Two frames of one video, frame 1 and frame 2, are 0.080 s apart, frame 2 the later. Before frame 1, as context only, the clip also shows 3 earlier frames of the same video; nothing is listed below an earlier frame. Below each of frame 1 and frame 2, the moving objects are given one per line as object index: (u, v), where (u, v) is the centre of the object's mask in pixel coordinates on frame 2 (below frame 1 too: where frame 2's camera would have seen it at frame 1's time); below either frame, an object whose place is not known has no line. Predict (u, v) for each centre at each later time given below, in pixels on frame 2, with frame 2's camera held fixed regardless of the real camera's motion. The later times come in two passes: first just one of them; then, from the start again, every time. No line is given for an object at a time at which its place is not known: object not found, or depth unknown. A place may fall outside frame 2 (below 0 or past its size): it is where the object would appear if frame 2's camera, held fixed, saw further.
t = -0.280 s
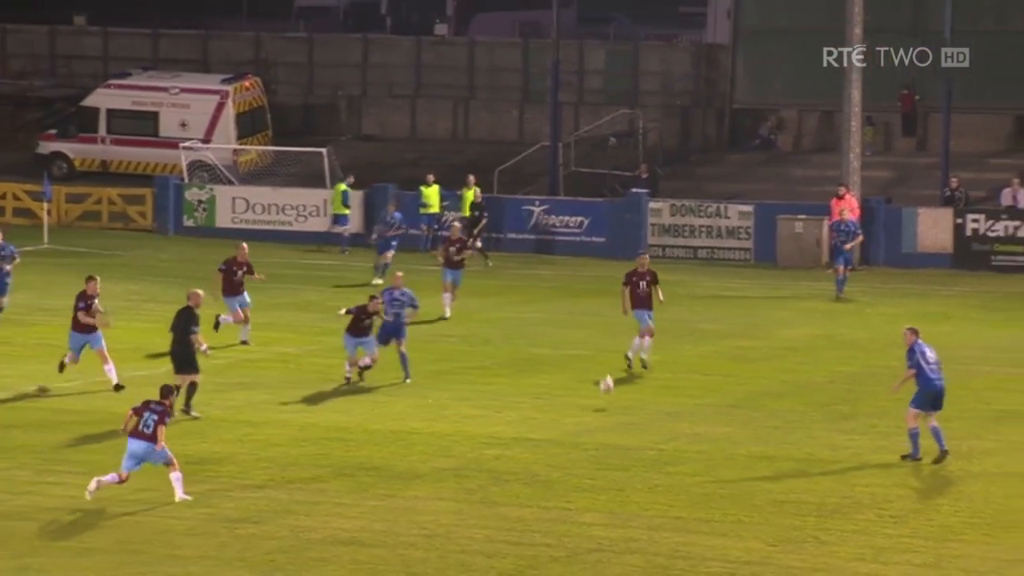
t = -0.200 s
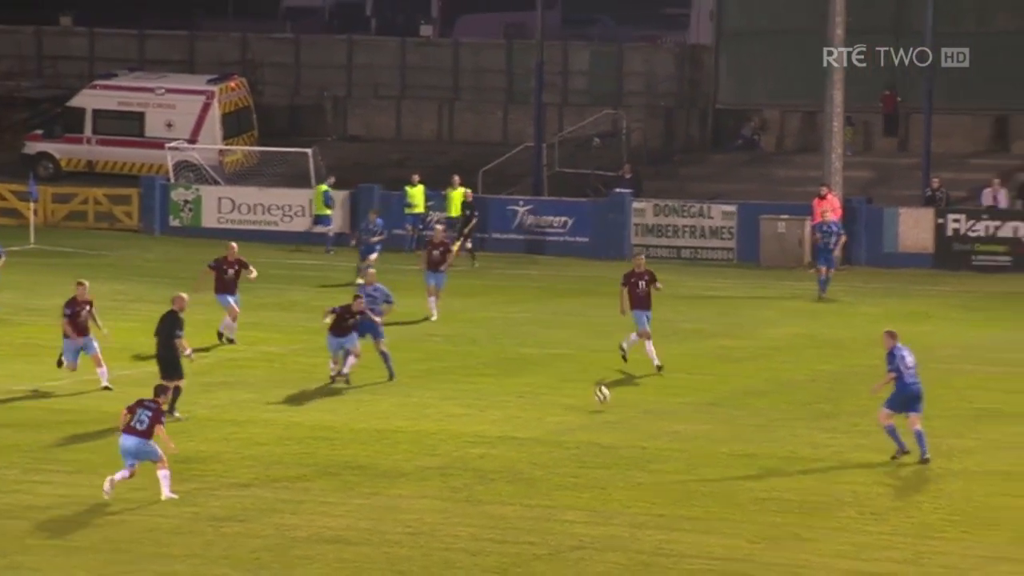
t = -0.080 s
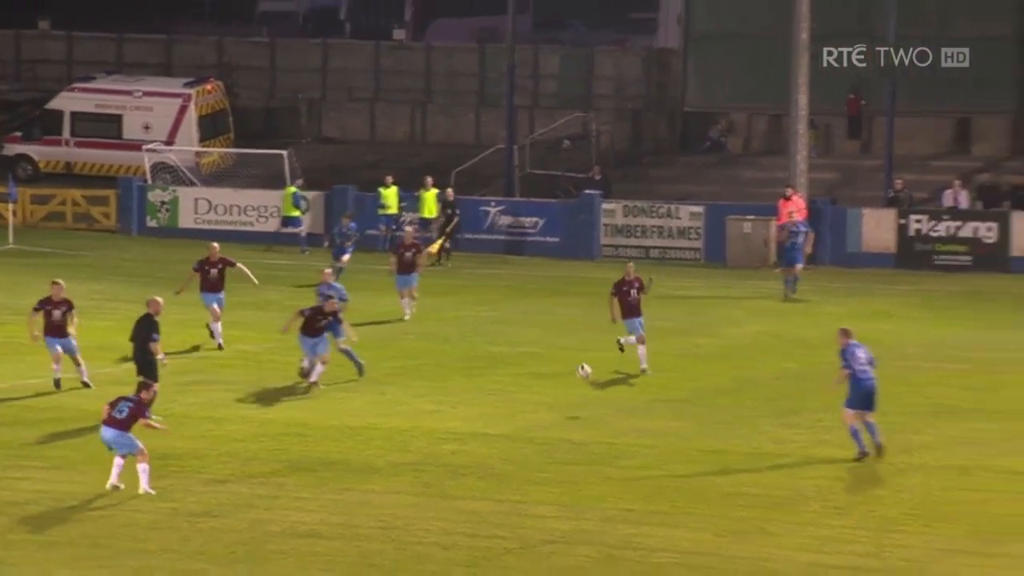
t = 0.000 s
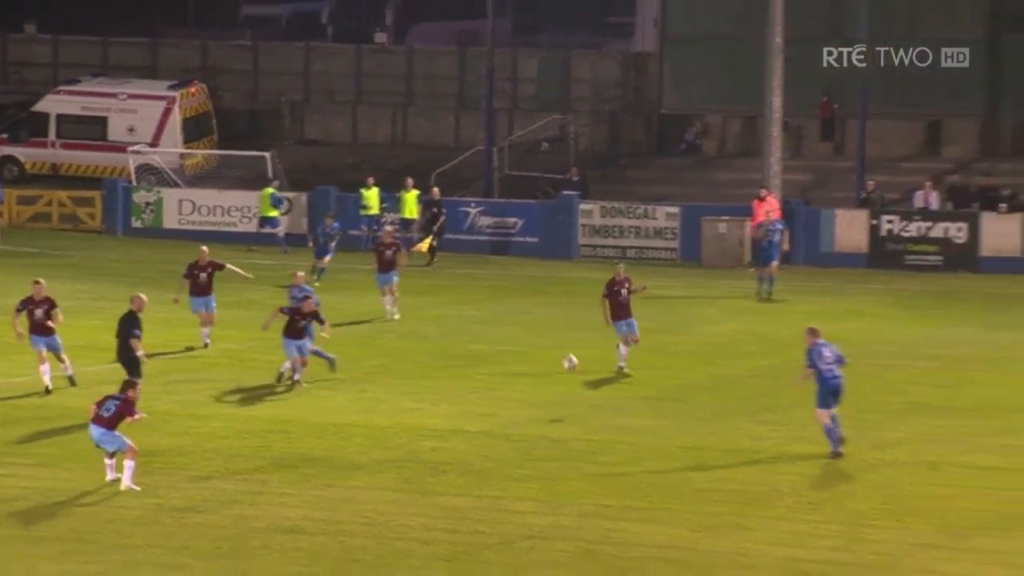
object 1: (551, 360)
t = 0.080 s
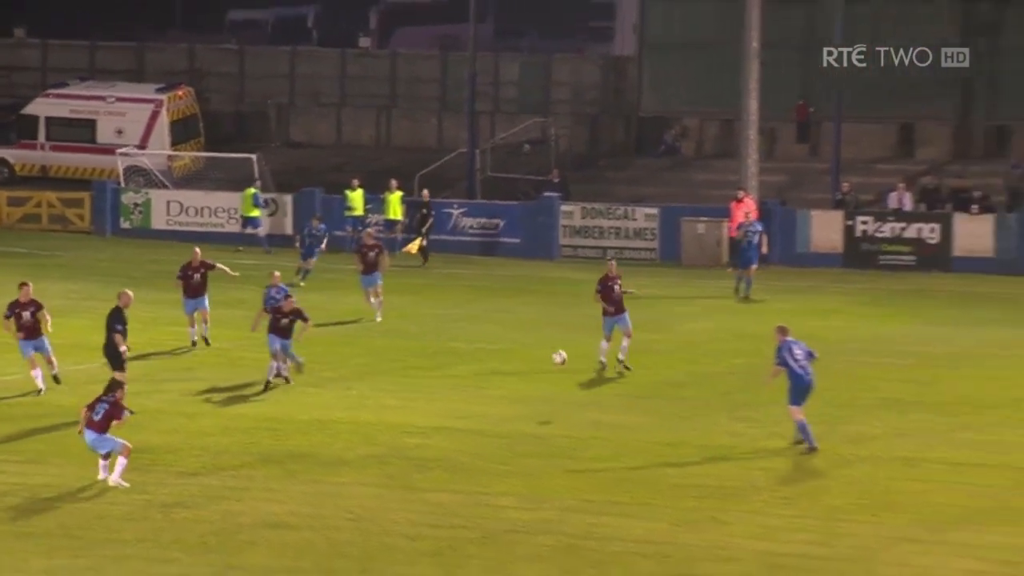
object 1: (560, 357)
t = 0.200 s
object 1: (571, 361)
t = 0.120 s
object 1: (563, 357)
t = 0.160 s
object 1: (568, 358)
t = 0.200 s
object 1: (571, 361)
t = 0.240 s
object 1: (575, 365)
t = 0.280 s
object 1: (580, 368)
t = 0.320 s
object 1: (583, 375)
